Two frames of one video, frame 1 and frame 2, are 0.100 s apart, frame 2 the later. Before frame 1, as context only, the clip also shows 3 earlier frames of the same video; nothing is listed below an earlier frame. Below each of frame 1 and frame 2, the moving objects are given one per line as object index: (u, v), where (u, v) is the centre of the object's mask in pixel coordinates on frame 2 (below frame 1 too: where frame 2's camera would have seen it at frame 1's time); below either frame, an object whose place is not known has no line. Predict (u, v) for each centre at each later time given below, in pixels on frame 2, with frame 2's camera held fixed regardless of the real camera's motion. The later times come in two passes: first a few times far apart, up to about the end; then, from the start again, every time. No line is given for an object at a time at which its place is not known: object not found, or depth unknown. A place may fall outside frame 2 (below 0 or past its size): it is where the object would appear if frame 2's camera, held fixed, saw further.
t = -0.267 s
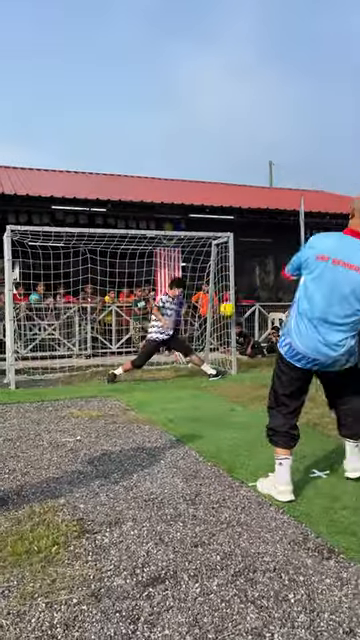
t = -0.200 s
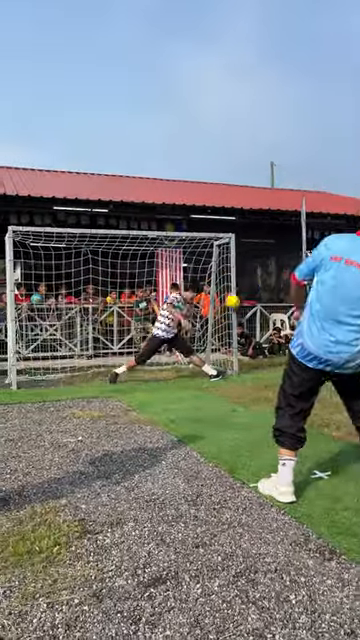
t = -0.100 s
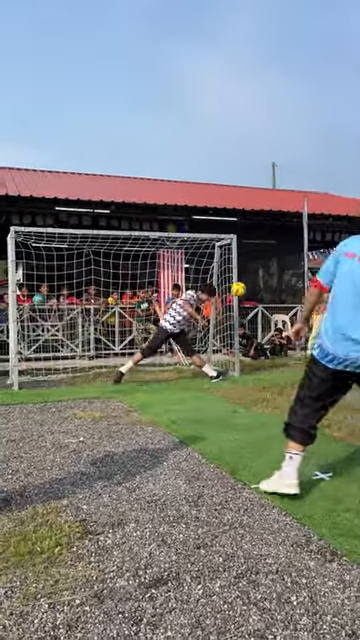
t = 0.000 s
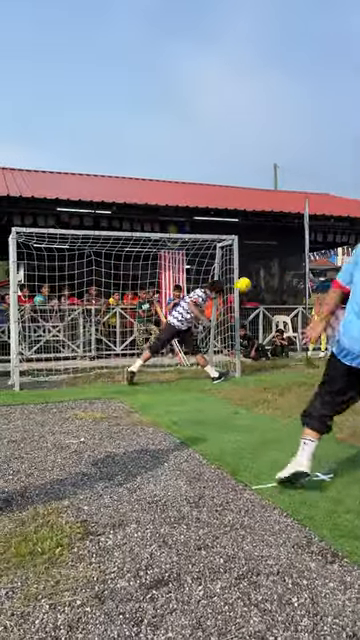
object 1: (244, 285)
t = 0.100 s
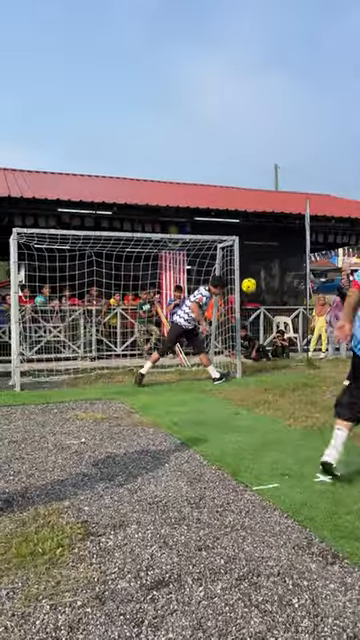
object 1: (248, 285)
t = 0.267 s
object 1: (256, 303)
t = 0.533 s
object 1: (270, 379)
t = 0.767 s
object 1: (266, 352)
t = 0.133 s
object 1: (250, 287)
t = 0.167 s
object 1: (251, 290)
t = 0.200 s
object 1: (253, 294)
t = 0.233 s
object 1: (255, 298)
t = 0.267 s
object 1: (256, 303)
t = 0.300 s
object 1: (258, 309)
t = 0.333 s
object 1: (260, 316)
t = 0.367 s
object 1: (261, 325)
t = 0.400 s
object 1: (263, 334)
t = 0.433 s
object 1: (264, 343)
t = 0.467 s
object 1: (267, 354)
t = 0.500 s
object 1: (268, 366)
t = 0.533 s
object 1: (270, 379)
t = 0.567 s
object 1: (271, 379)
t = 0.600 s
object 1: (269, 372)
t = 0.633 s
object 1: (268, 366)
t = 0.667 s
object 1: (268, 361)
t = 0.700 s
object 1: (267, 357)
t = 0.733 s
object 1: (266, 354)
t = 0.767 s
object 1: (266, 352)
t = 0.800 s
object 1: (265, 350)
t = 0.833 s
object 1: (265, 350)
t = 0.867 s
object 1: (264, 350)
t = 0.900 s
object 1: (263, 350)
